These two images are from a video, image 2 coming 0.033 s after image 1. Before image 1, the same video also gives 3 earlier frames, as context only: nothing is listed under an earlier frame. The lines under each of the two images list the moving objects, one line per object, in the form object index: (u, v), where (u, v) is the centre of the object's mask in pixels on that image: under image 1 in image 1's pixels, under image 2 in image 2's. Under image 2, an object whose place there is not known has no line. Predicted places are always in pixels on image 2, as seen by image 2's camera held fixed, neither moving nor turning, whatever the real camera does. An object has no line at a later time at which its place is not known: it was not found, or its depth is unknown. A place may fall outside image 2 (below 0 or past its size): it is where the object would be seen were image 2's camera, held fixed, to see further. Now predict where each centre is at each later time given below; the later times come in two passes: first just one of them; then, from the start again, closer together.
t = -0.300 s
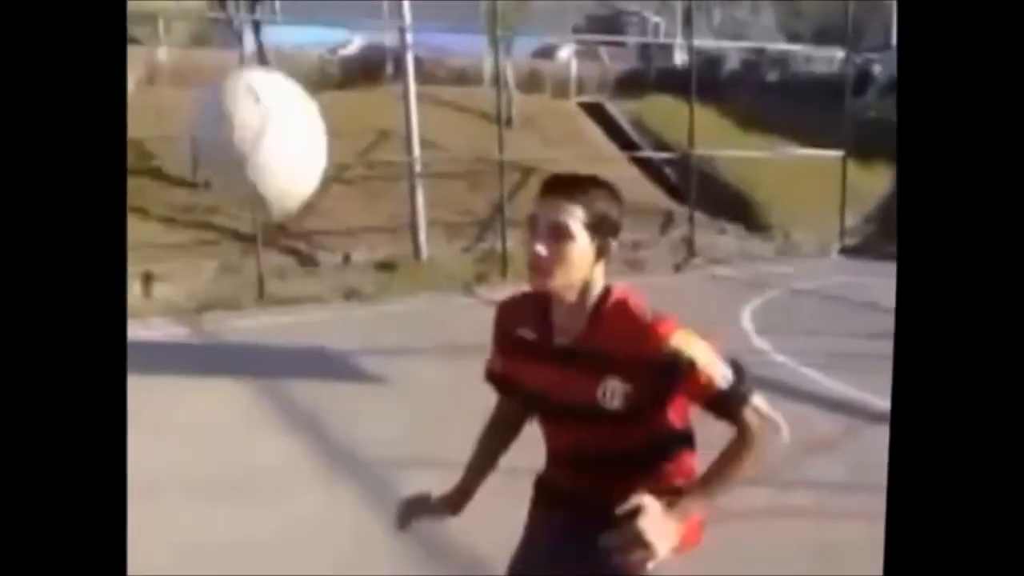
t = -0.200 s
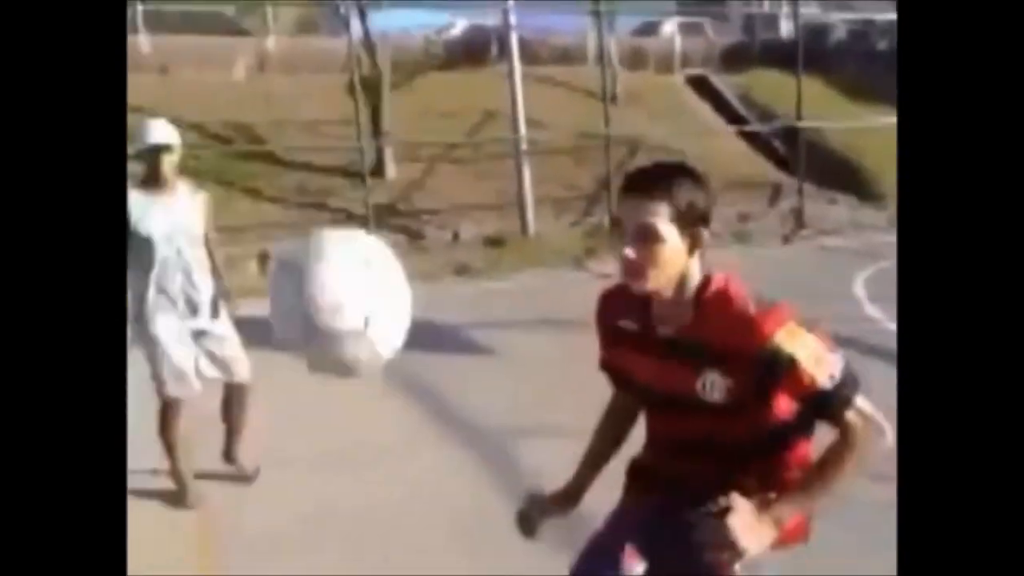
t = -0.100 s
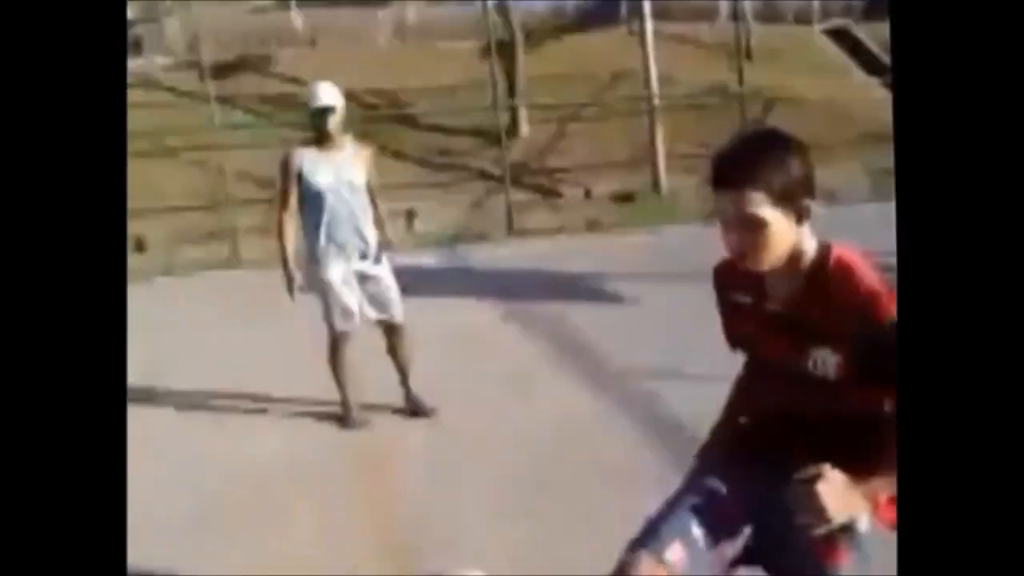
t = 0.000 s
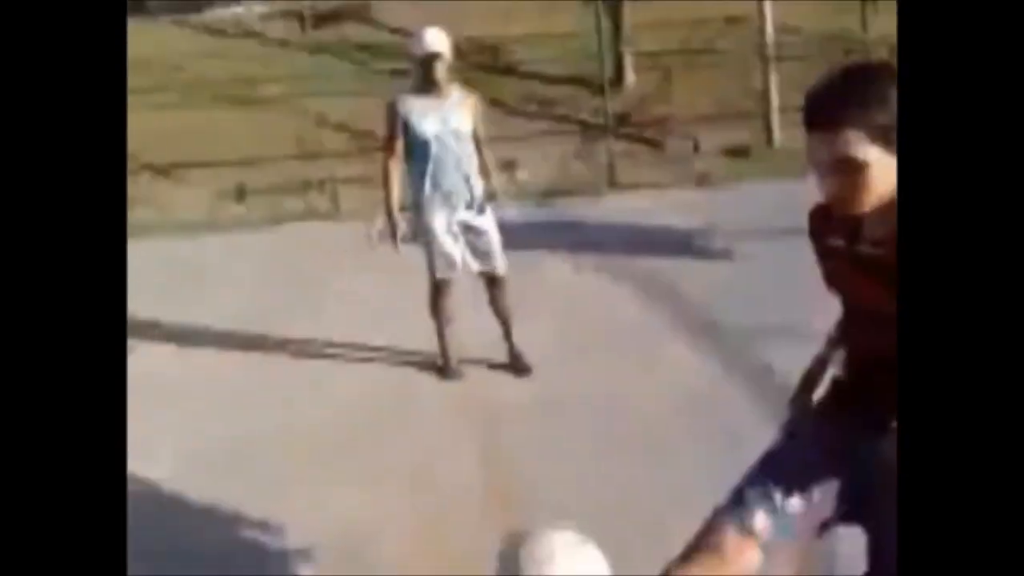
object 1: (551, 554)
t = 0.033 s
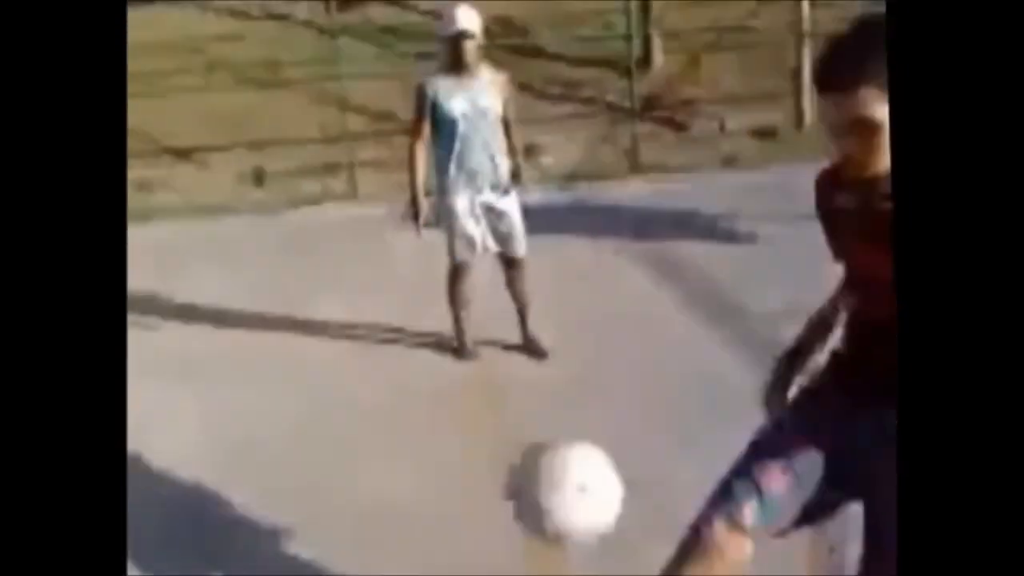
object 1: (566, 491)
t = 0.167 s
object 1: (570, 419)
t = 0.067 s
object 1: (566, 491)
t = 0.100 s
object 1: (572, 444)
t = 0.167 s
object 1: (570, 419)
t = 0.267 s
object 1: (573, 441)
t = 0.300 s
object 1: (572, 441)
